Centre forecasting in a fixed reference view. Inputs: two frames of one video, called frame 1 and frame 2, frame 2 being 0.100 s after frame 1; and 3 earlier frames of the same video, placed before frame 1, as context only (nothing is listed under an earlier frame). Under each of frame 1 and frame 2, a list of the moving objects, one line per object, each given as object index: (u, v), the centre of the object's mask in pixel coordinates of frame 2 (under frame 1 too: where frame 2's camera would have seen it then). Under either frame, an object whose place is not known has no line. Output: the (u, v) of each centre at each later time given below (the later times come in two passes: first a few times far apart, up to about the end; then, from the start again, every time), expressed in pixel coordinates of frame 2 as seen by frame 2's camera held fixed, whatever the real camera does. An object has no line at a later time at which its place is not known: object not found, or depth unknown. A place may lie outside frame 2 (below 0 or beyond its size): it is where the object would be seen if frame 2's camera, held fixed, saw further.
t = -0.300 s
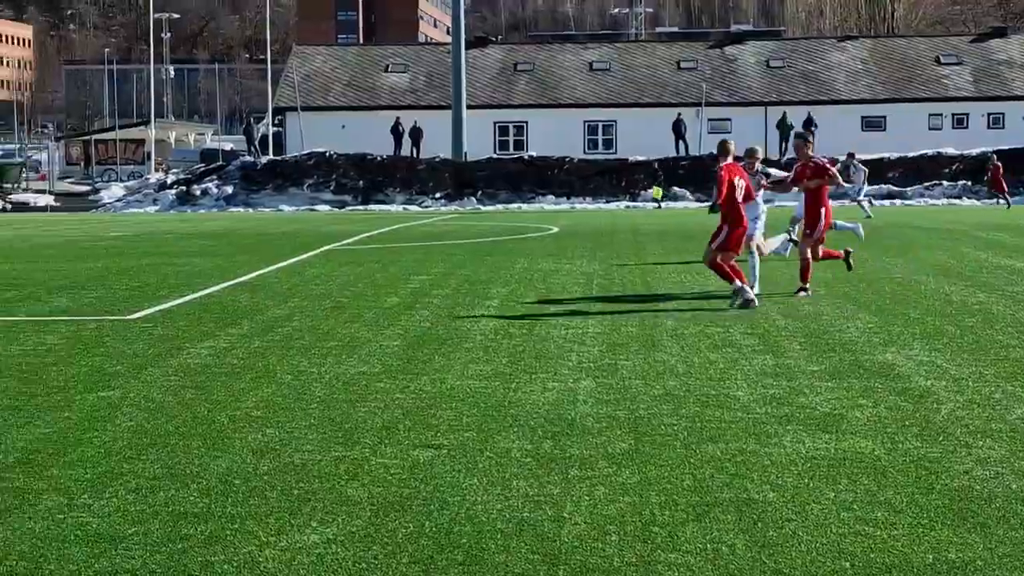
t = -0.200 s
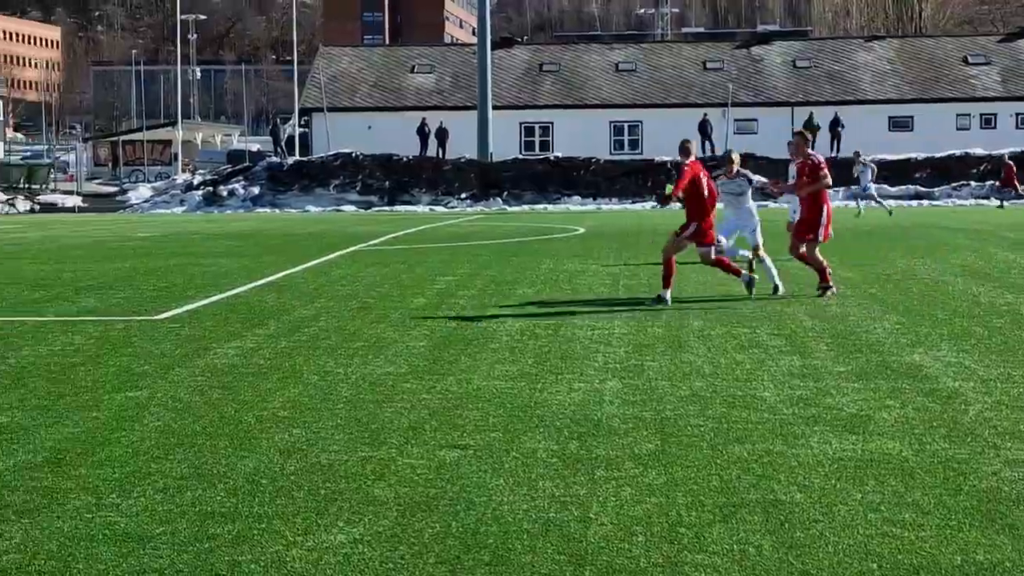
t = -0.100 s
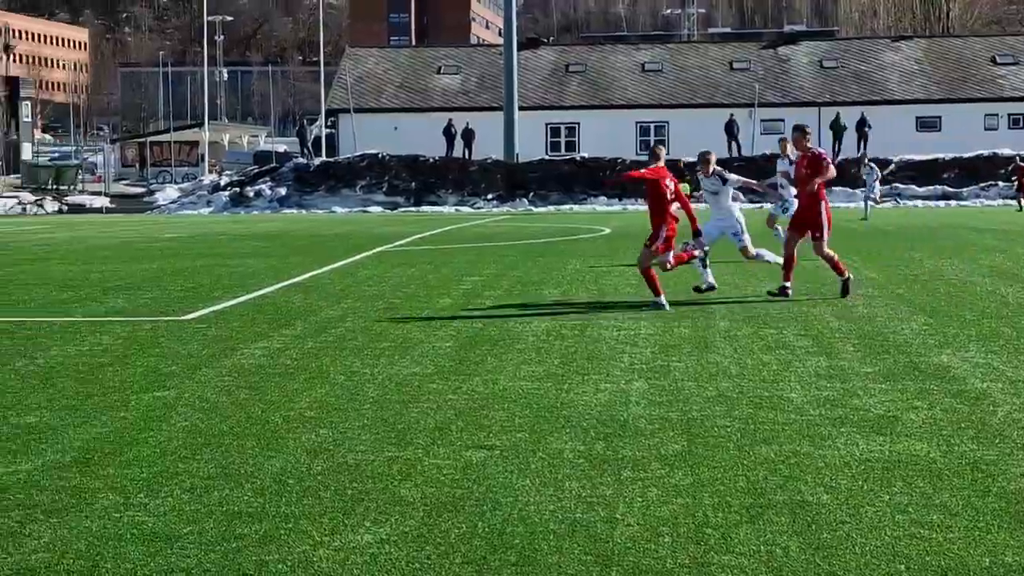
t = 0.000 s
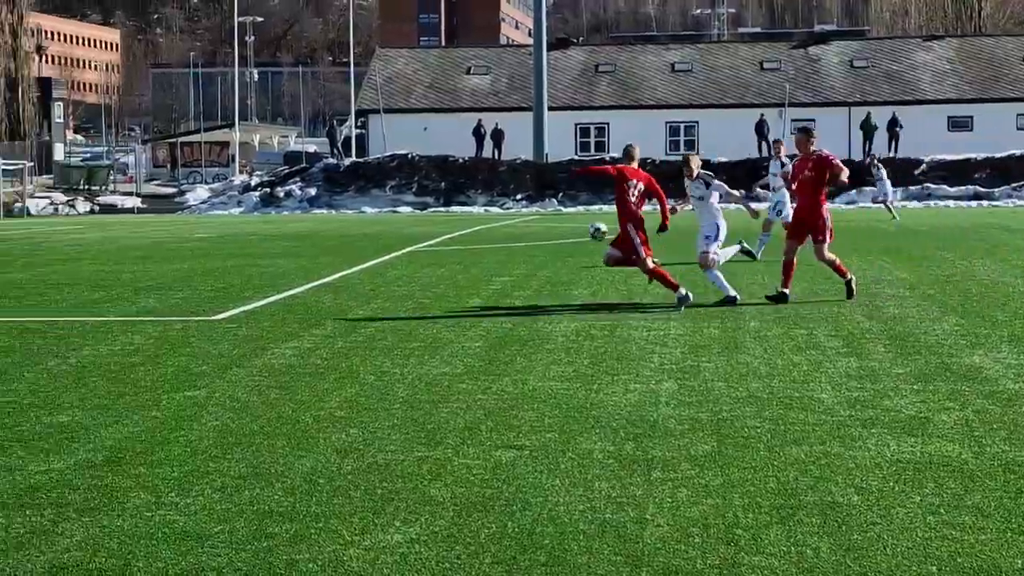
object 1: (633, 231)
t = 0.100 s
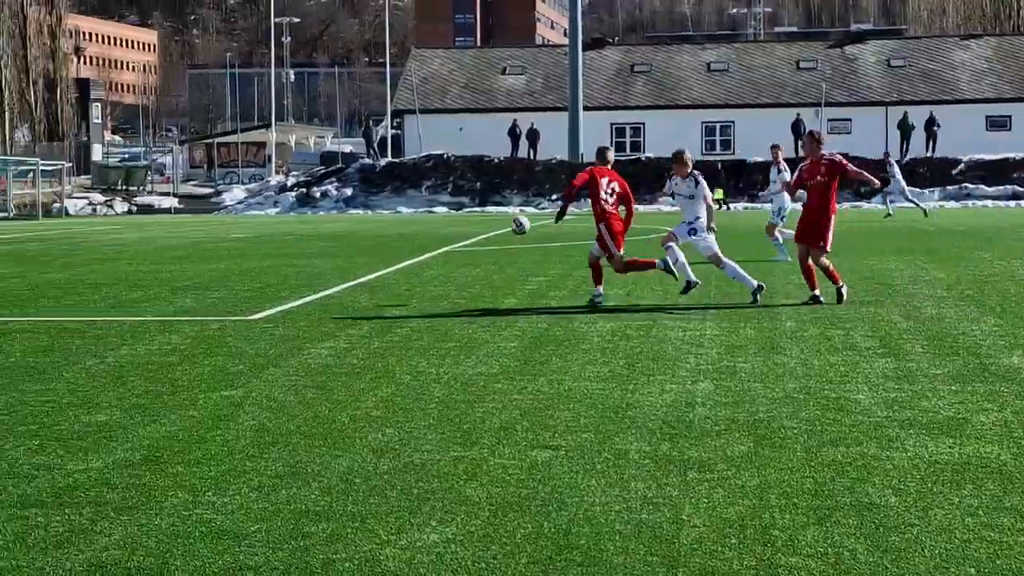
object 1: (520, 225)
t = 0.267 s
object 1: (348, 236)
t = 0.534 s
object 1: (117, 277)
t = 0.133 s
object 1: (484, 224)
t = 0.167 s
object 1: (450, 227)
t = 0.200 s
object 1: (415, 229)
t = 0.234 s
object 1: (382, 232)
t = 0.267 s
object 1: (348, 236)
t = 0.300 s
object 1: (316, 242)
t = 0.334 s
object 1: (284, 248)
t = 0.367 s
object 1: (253, 255)
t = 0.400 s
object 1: (223, 264)
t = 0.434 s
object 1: (193, 273)
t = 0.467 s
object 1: (163, 283)
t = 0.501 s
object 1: (137, 284)
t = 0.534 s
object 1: (117, 277)
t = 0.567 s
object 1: (95, 270)
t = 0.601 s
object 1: (74, 266)
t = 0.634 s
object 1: (52, 262)
